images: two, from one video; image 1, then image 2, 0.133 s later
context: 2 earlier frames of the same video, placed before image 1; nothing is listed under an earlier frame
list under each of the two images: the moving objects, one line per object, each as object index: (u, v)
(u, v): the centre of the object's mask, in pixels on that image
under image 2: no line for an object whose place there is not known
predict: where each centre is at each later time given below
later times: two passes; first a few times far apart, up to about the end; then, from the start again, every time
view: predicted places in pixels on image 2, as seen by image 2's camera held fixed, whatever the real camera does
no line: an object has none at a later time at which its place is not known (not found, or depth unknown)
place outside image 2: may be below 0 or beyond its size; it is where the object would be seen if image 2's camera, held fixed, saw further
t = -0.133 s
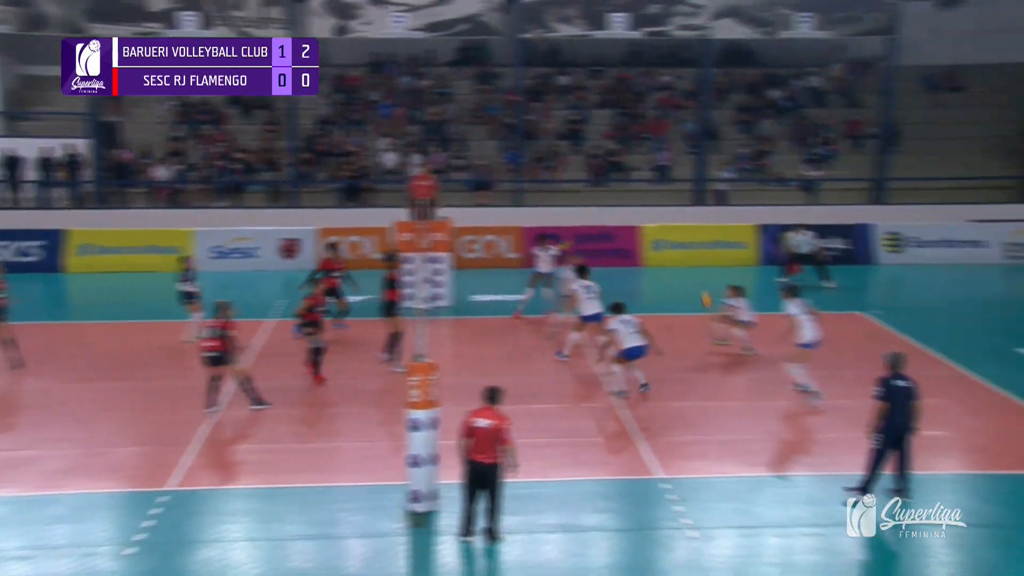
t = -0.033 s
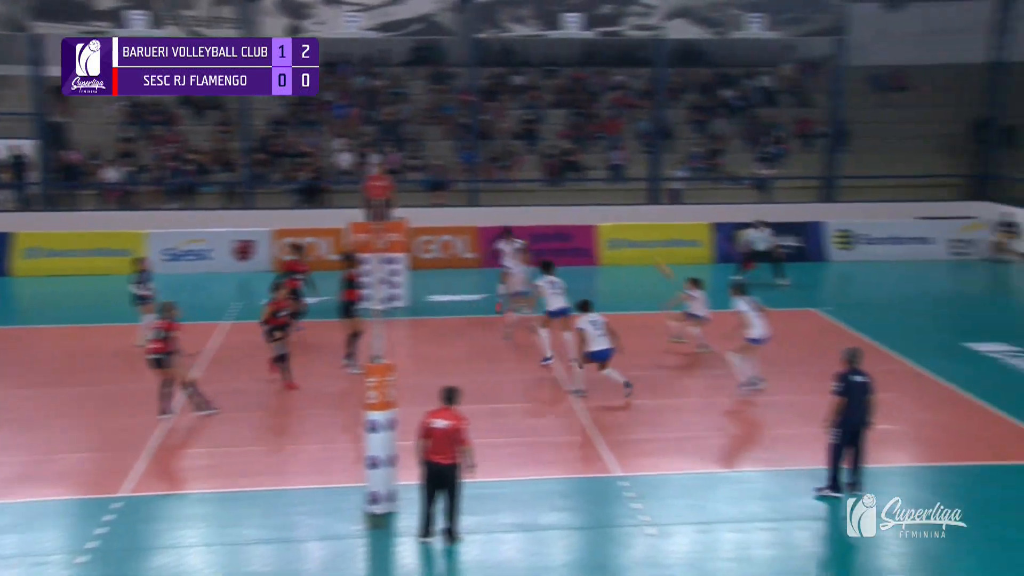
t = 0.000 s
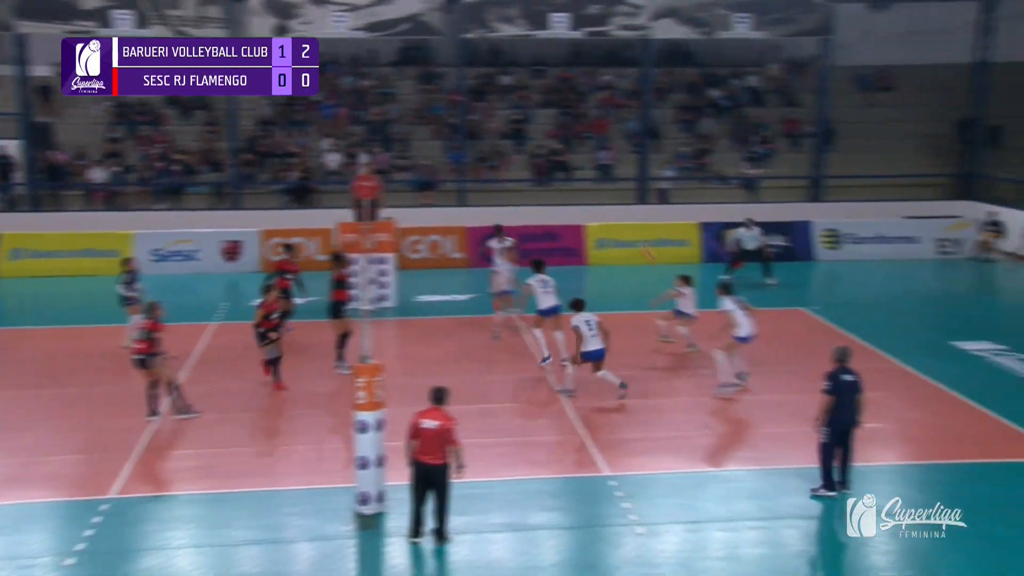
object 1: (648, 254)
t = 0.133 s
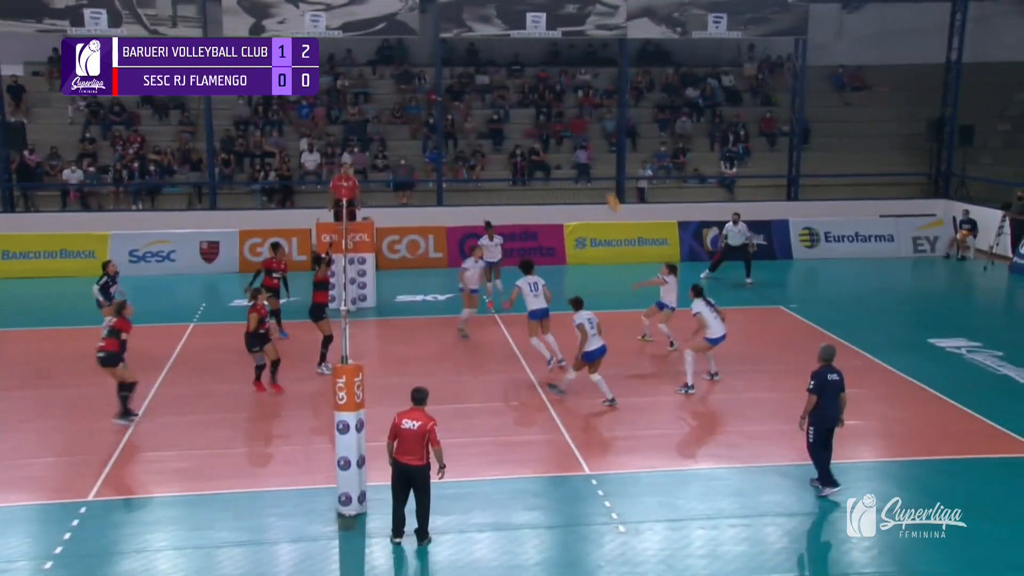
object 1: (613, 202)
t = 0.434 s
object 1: (582, 122)
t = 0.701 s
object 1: (552, 94)
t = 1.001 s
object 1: (519, 111)
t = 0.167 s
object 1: (611, 191)
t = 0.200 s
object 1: (607, 179)
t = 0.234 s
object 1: (603, 170)
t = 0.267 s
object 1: (599, 161)
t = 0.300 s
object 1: (595, 152)
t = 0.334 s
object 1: (592, 143)
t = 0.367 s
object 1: (588, 135)
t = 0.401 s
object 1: (585, 128)
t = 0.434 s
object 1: (582, 122)
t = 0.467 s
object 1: (577, 116)
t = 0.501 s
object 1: (574, 111)
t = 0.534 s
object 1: (570, 107)
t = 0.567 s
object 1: (567, 103)
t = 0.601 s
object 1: (563, 100)
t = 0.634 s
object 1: (559, 98)
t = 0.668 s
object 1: (556, 95)
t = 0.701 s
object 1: (552, 94)
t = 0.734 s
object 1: (548, 93)
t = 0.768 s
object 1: (545, 93)
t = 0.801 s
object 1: (541, 94)
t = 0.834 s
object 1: (537, 95)
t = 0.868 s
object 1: (534, 97)
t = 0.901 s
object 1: (530, 100)
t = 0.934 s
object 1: (526, 102)
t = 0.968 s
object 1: (523, 106)
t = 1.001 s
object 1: (519, 111)
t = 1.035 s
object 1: (515, 116)
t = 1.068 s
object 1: (511, 123)
